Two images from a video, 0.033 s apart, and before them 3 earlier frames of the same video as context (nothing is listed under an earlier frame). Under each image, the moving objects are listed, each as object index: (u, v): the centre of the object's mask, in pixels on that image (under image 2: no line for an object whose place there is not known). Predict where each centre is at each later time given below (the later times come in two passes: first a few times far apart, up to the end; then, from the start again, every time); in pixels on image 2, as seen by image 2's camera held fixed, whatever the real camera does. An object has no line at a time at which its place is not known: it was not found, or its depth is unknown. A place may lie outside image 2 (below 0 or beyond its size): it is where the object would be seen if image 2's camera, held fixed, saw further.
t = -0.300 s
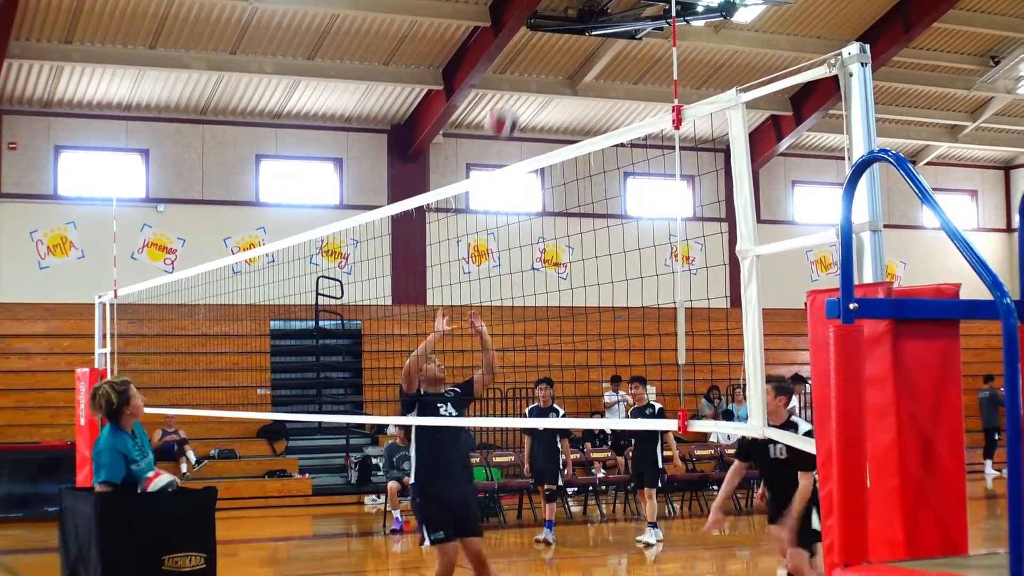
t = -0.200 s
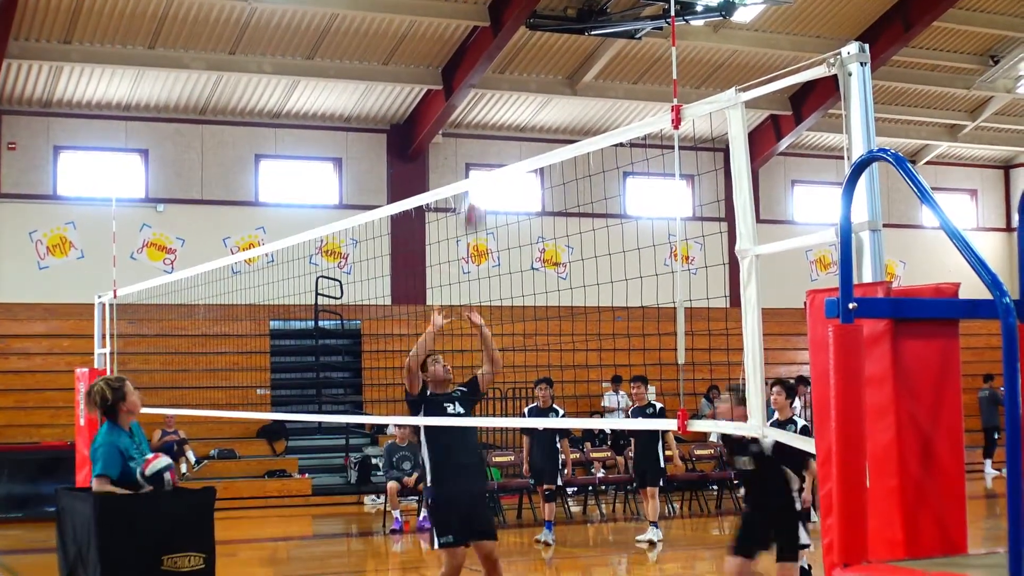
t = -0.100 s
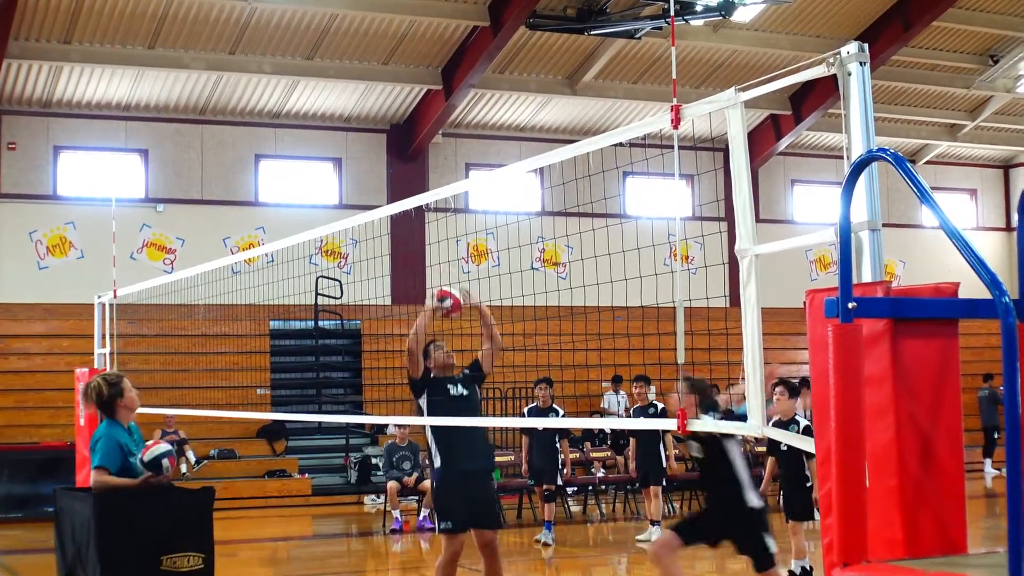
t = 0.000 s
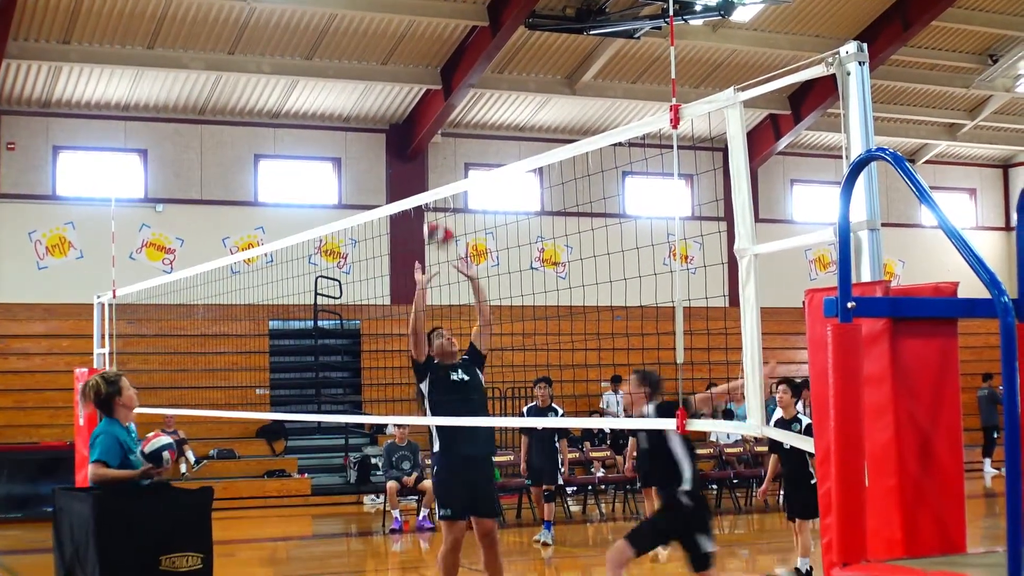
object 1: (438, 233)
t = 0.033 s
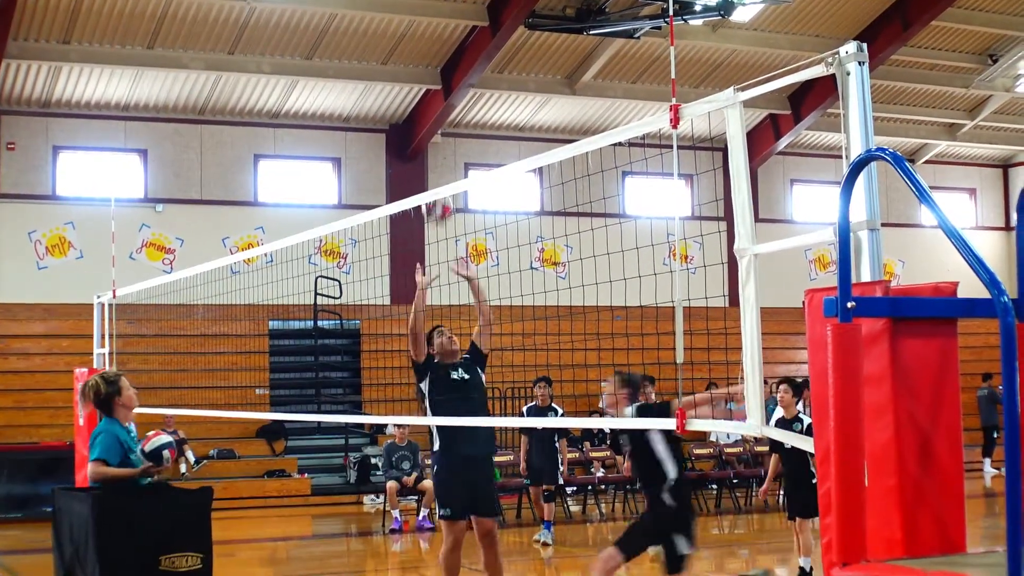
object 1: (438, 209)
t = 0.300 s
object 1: (427, 69)
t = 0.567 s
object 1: (415, 39)
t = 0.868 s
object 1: (405, 139)
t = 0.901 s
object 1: (404, 159)
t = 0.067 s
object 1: (434, 179)
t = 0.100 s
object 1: (434, 161)
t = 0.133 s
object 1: (433, 142)
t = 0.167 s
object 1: (431, 124)
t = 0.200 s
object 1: (431, 108)
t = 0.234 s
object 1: (430, 93)
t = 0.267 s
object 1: (428, 80)
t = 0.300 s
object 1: (427, 69)
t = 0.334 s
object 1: (425, 59)
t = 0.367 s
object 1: (424, 51)
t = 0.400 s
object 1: (422, 45)
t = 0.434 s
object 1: (420, 41)
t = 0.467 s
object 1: (419, 37)
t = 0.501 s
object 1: (417, 36)
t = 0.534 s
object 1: (416, 37)
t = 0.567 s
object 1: (415, 39)
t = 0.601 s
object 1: (413, 42)
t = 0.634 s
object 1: (413, 48)
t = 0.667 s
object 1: (412, 55)
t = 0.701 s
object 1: (410, 65)
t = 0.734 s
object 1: (409, 76)
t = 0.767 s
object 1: (408, 87)
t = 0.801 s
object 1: (407, 104)
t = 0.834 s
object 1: (406, 121)
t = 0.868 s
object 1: (405, 139)
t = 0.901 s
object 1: (404, 159)
